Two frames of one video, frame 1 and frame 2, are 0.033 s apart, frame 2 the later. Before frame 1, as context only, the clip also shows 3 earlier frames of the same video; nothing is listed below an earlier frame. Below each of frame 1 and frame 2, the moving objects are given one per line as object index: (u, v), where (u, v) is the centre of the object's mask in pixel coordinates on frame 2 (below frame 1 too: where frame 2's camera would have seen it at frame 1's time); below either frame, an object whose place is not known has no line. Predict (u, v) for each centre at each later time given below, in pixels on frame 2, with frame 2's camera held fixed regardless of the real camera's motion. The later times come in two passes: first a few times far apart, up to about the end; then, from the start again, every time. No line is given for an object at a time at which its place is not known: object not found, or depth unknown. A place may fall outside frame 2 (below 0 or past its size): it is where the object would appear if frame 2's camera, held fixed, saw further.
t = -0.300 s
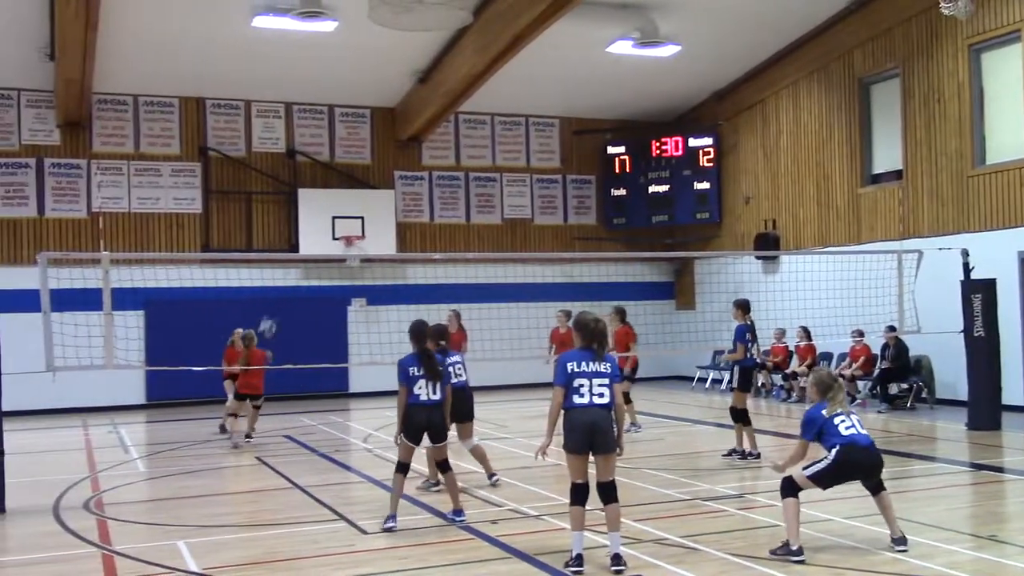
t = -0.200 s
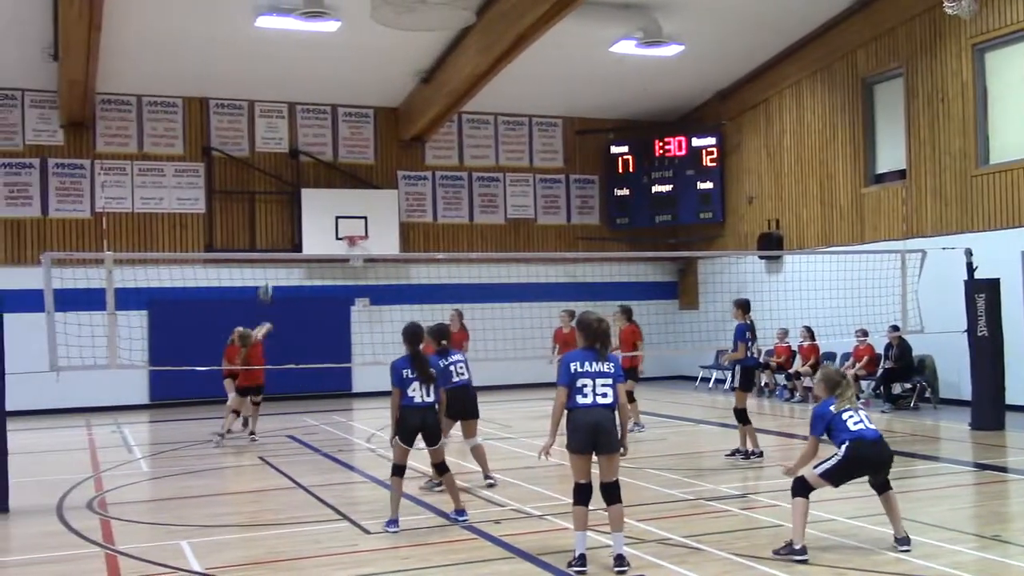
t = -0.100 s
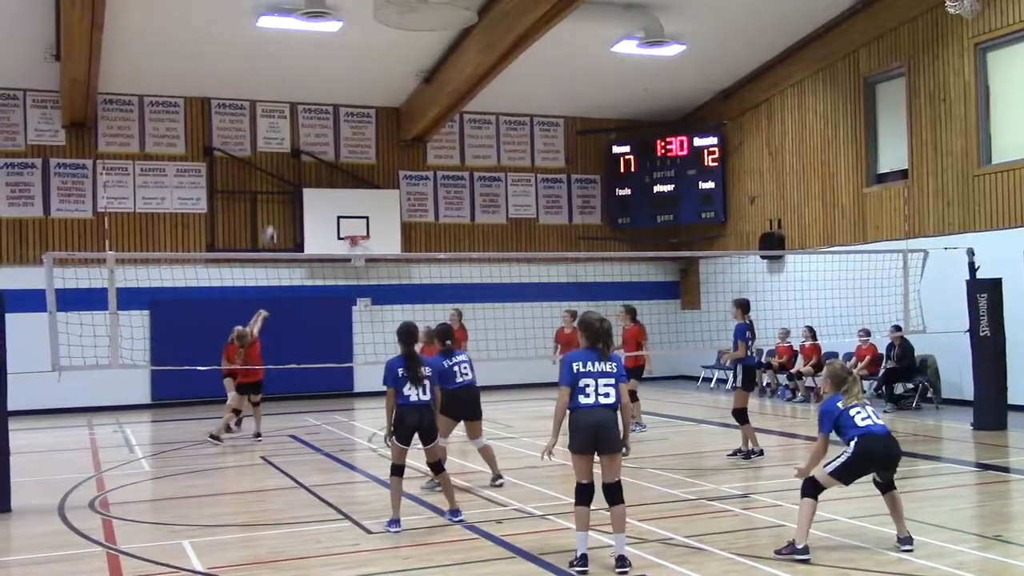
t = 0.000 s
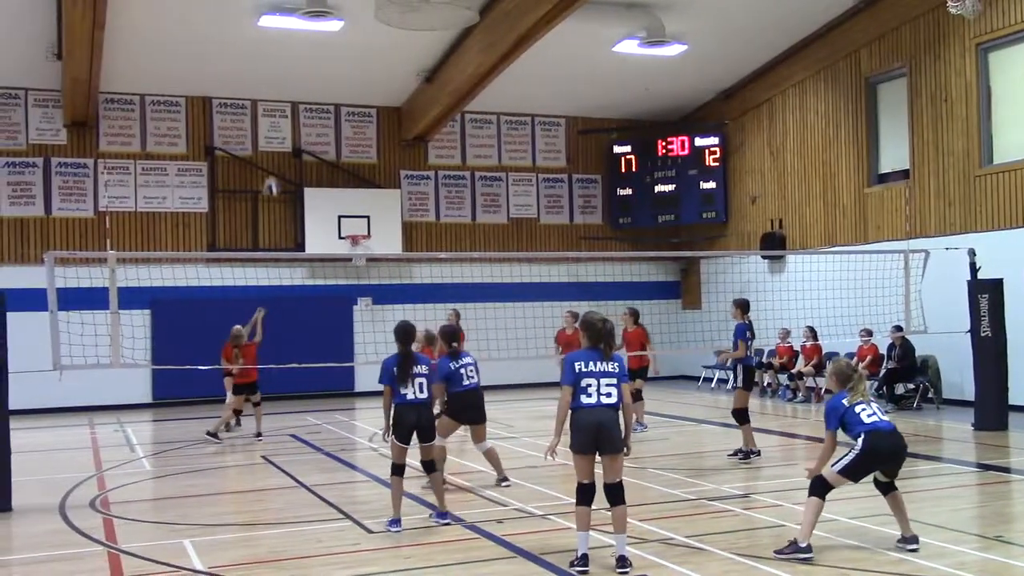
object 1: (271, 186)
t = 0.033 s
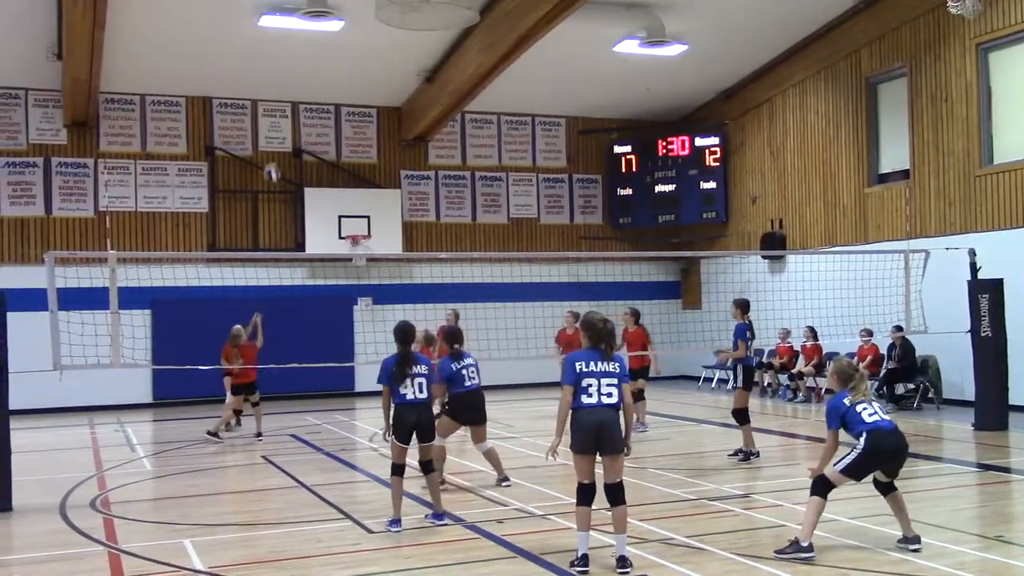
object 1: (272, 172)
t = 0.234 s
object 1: (274, 107)
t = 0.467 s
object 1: (278, 68)
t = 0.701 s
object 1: (283, 72)
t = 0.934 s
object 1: (289, 124)
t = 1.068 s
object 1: (293, 176)
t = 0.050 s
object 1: (271, 166)
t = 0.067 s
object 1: (272, 160)
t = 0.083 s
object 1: (273, 155)
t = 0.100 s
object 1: (272, 148)
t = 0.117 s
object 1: (272, 143)
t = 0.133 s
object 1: (272, 137)
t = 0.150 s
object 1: (272, 132)
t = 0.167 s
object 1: (272, 127)
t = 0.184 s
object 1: (273, 121)
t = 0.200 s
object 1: (273, 116)
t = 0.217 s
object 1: (272, 111)
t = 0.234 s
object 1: (274, 107)
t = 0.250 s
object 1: (274, 102)
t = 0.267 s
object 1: (275, 98)
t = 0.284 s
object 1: (275, 94)
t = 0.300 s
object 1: (275, 92)
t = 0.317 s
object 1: (276, 88)
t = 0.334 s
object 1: (276, 84)
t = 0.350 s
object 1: (276, 82)
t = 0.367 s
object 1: (276, 79)
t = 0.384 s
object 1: (277, 77)
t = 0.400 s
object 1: (276, 75)
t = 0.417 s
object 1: (277, 72)
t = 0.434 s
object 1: (277, 71)
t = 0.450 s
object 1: (277, 69)
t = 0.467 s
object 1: (278, 68)
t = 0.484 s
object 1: (278, 67)
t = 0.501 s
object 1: (279, 66)
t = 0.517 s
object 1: (280, 65)
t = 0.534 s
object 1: (280, 64)
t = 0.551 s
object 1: (280, 64)
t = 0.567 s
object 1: (280, 64)
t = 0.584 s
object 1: (281, 65)
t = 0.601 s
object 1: (281, 65)
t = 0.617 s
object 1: (281, 66)
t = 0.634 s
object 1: (281, 67)
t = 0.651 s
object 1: (282, 67)
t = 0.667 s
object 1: (283, 68)
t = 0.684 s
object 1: (283, 70)
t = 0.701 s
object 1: (283, 72)
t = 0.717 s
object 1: (284, 74)
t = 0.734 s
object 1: (284, 76)
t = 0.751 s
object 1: (284, 79)
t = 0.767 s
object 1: (284, 82)
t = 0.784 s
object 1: (285, 85)
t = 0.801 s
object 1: (286, 88)
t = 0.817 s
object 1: (286, 92)
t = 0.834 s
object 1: (287, 96)
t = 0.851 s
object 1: (287, 100)
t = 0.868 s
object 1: (288, 105)
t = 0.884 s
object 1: (289, 109)
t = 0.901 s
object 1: (288, 113)
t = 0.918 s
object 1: (289, 119)
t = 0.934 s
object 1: (289, 124)
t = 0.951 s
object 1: (290, 130)
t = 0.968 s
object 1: (290, 136)
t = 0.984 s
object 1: (293, 141)
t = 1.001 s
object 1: (294, 146)
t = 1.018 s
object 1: (293, 155)
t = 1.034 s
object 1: (292, 161)
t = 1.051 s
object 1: (292, 168)
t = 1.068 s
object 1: (293, 176)
